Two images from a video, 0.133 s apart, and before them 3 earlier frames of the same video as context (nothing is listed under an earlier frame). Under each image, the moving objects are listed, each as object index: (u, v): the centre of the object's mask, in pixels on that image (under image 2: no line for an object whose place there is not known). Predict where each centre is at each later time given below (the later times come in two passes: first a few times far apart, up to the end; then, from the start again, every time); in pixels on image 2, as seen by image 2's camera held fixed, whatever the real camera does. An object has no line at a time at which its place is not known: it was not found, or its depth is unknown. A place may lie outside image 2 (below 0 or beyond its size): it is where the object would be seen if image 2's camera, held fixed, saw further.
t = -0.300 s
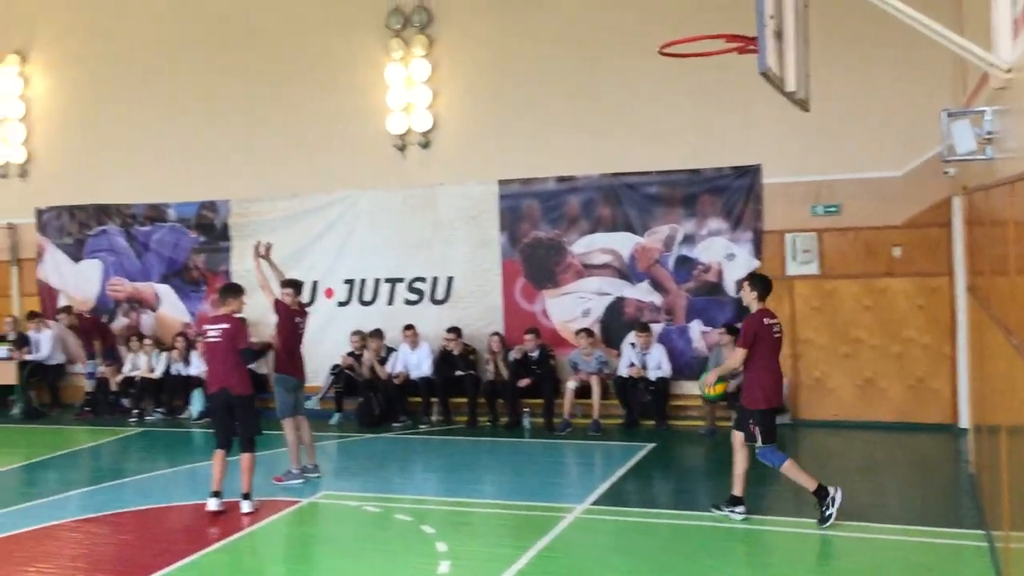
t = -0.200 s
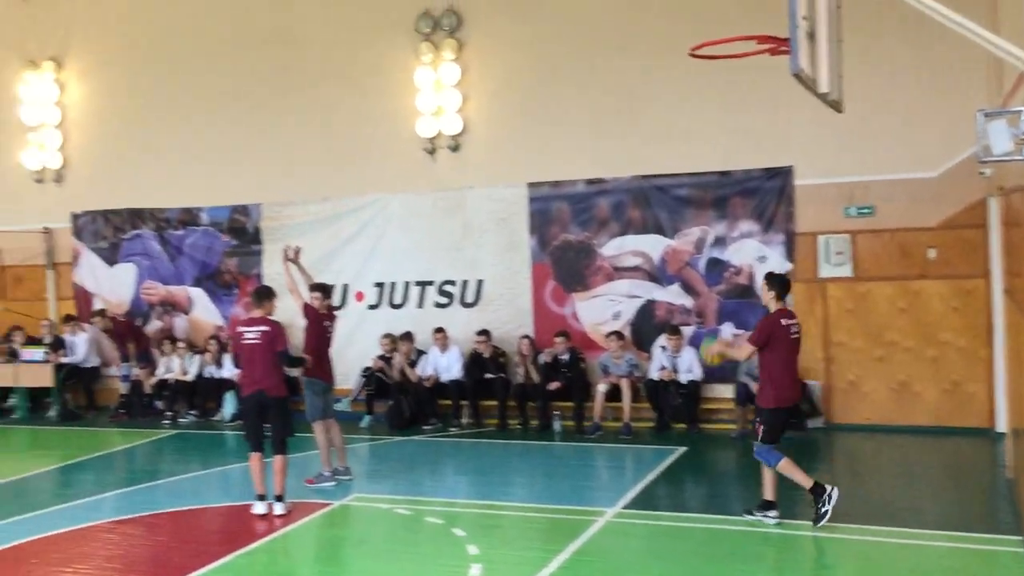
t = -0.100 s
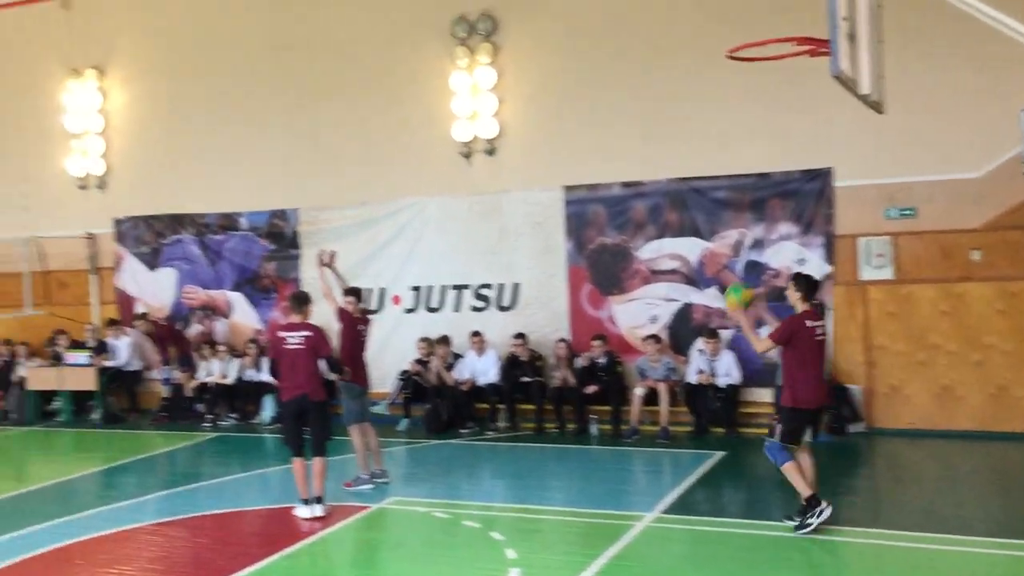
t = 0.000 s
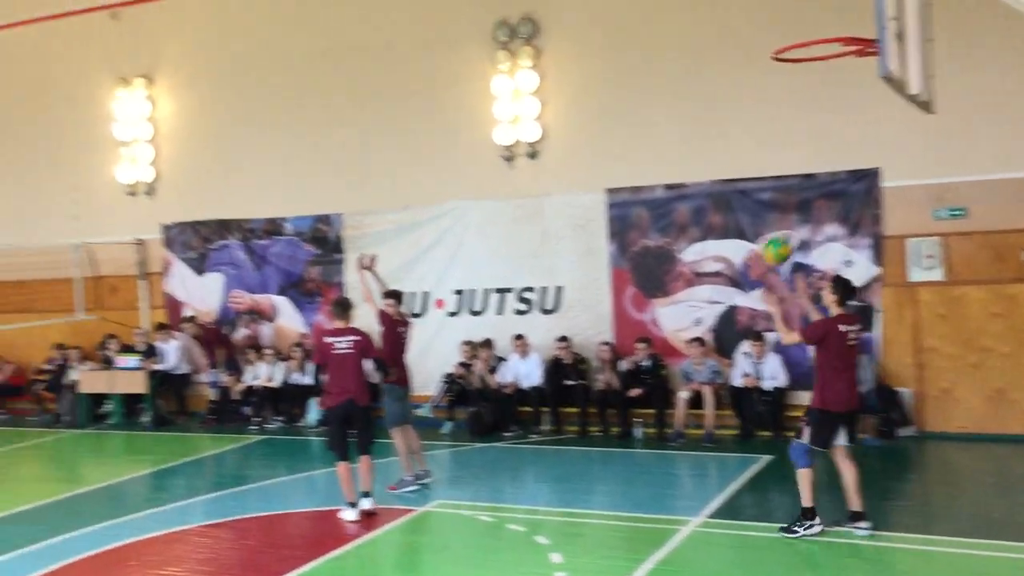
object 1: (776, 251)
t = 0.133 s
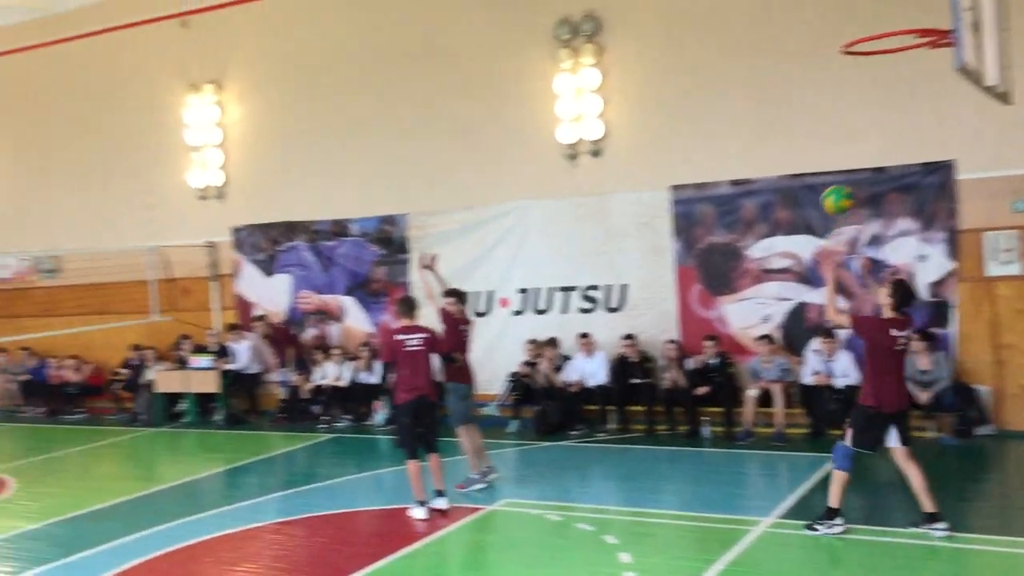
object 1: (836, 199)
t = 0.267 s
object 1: (824, 177)
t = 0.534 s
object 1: (812, 203)
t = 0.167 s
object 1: (833, 192)
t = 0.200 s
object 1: (830, 185)
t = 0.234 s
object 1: (827, 180)
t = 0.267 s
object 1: (824, 177)
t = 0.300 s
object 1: (821, 176)
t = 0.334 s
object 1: (819, 175)
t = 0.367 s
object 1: (817, 176)
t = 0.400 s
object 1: (815, 178)
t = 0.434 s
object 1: (811, 182)
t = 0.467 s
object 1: (815, 187)
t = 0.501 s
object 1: (813, 193)
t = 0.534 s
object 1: (812, 203)
